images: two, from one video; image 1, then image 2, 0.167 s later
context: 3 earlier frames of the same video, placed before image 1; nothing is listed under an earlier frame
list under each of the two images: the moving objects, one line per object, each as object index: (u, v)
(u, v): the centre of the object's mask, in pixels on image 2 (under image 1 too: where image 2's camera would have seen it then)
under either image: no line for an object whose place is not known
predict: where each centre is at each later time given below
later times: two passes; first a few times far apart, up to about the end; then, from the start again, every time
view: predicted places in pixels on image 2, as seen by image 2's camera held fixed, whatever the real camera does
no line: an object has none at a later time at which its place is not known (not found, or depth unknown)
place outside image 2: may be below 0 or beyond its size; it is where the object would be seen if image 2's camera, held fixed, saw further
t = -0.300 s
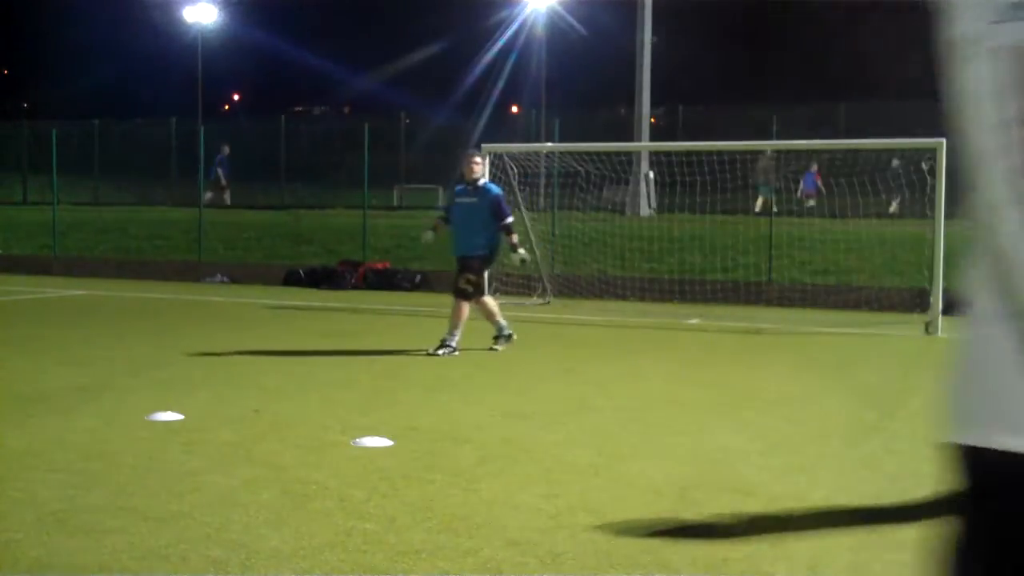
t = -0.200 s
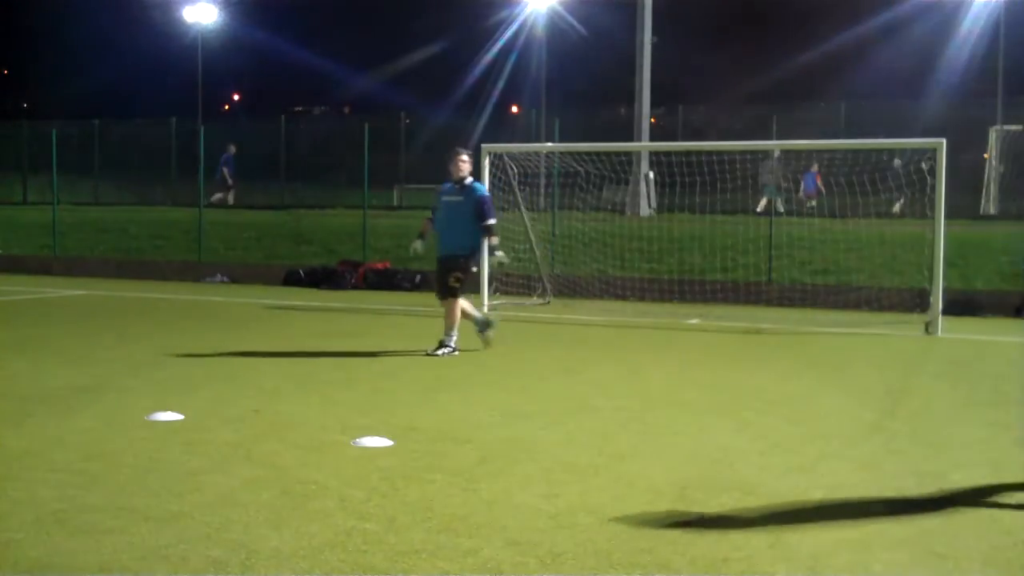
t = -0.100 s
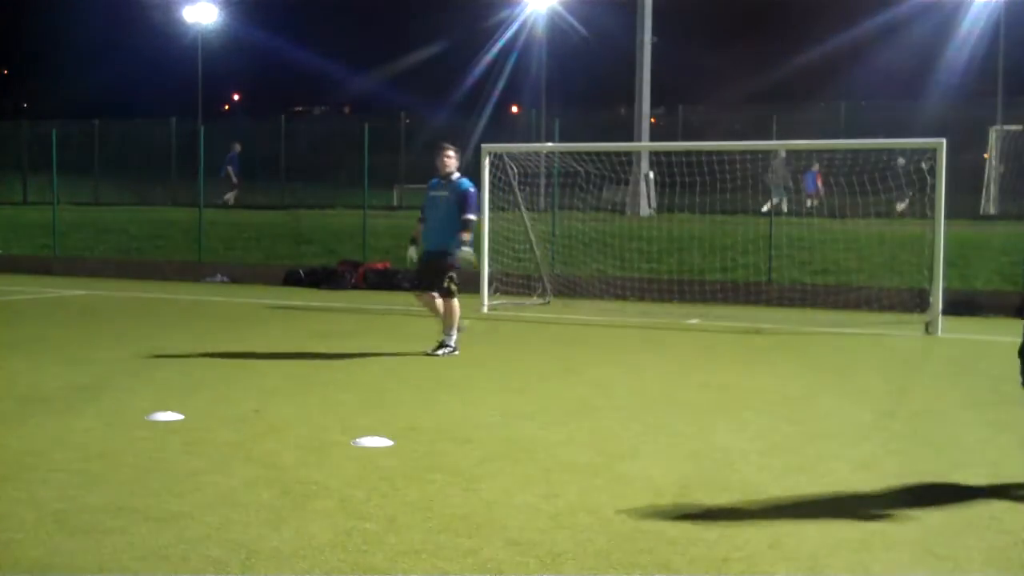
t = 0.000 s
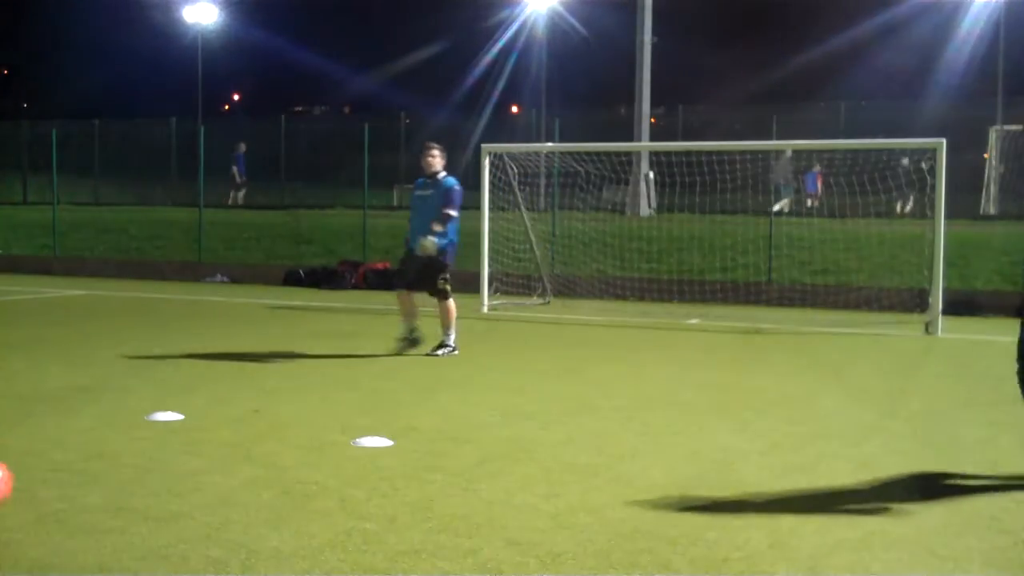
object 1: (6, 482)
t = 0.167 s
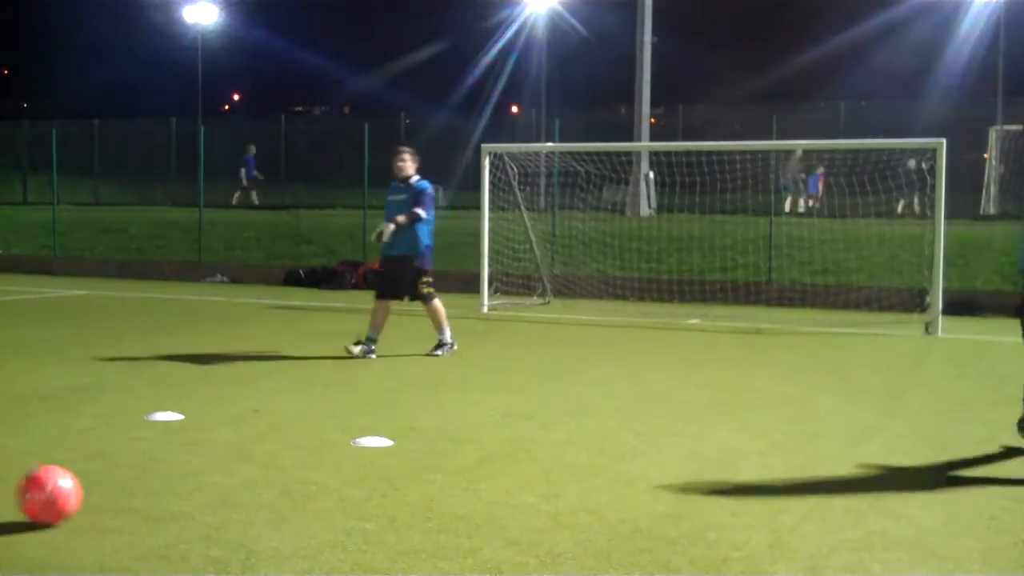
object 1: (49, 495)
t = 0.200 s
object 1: (63, 497)
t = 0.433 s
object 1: (165, 516)
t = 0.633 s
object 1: (257, 533)
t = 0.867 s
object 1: (368, 552)
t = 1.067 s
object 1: (472, 562)
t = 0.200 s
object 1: (63, 497)
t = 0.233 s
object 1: (78, 500)
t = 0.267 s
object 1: (93, 502)
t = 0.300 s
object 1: (107, 504)
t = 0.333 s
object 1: (121, 507)
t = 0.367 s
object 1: (135, 509)
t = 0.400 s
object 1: (149, 513)
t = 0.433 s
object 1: (165, 516)
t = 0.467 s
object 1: (179, 518)
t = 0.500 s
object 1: (194, 521)
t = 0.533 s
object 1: (210, 524)
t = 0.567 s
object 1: (226, 527)
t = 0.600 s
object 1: (241, 531)
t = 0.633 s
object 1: (257, 533)
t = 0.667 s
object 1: (272, 536)
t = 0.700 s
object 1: (288, 540)
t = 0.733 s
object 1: (304, 543)
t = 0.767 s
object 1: (319, 546)
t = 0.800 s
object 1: (336, 547)
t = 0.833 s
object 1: (352, 550)
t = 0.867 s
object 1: (368, 552)
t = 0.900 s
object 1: (385, 554)
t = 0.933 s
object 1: (403, 555)
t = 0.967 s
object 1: (420, 557)
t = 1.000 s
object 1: (437, 559)
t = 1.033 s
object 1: (454, 561)
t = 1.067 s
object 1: (472, 562)
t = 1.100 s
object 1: (490, 564)
